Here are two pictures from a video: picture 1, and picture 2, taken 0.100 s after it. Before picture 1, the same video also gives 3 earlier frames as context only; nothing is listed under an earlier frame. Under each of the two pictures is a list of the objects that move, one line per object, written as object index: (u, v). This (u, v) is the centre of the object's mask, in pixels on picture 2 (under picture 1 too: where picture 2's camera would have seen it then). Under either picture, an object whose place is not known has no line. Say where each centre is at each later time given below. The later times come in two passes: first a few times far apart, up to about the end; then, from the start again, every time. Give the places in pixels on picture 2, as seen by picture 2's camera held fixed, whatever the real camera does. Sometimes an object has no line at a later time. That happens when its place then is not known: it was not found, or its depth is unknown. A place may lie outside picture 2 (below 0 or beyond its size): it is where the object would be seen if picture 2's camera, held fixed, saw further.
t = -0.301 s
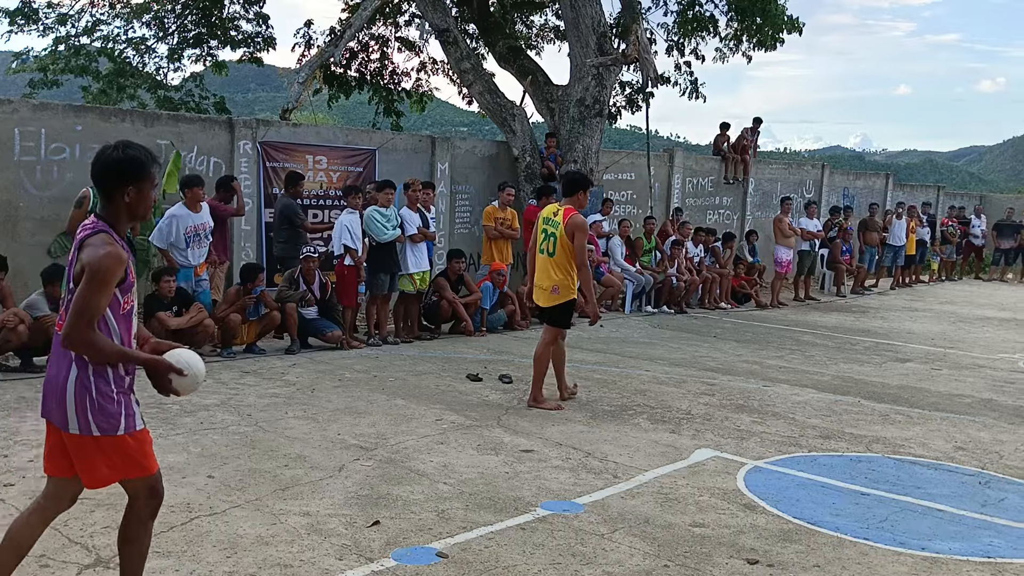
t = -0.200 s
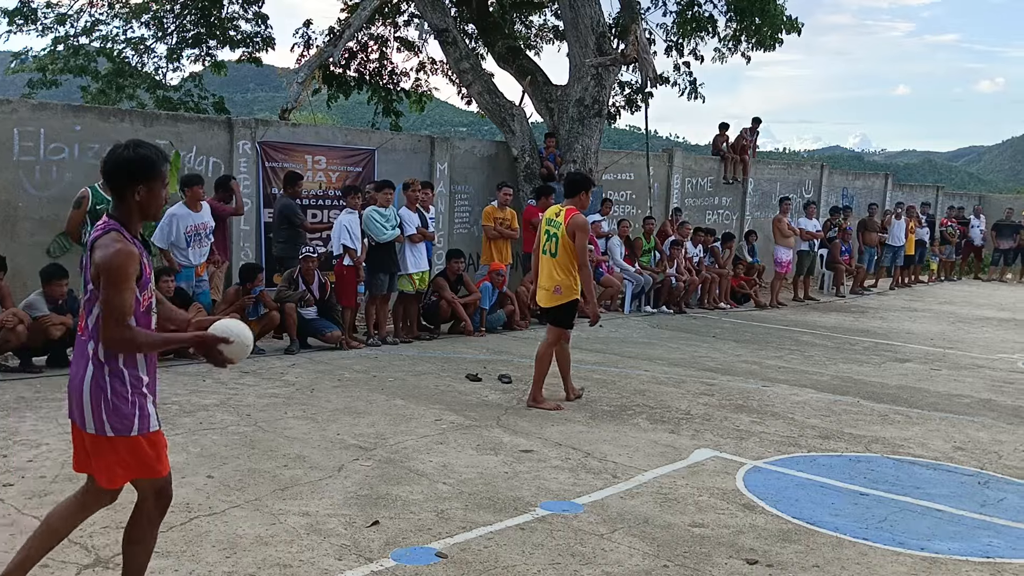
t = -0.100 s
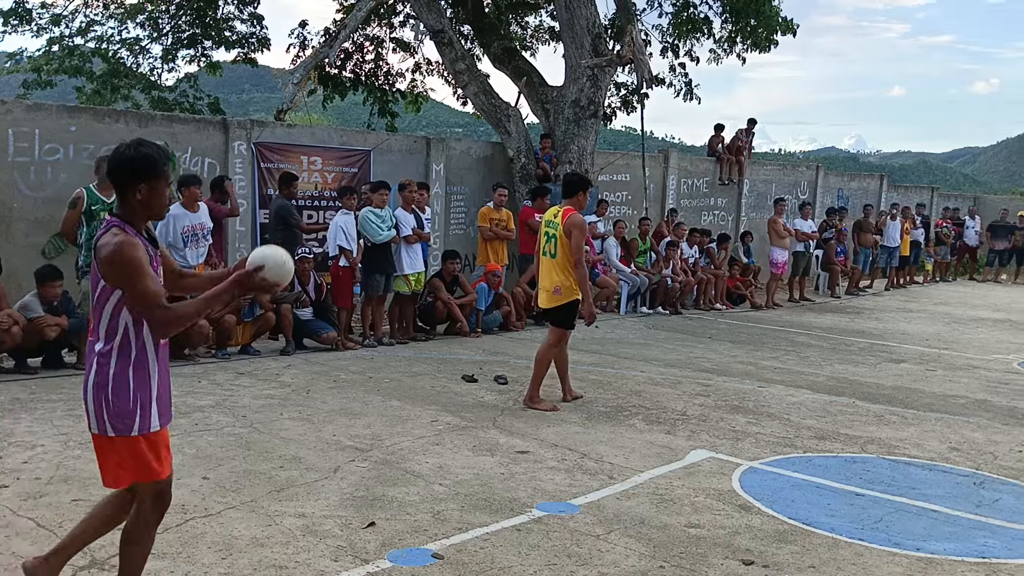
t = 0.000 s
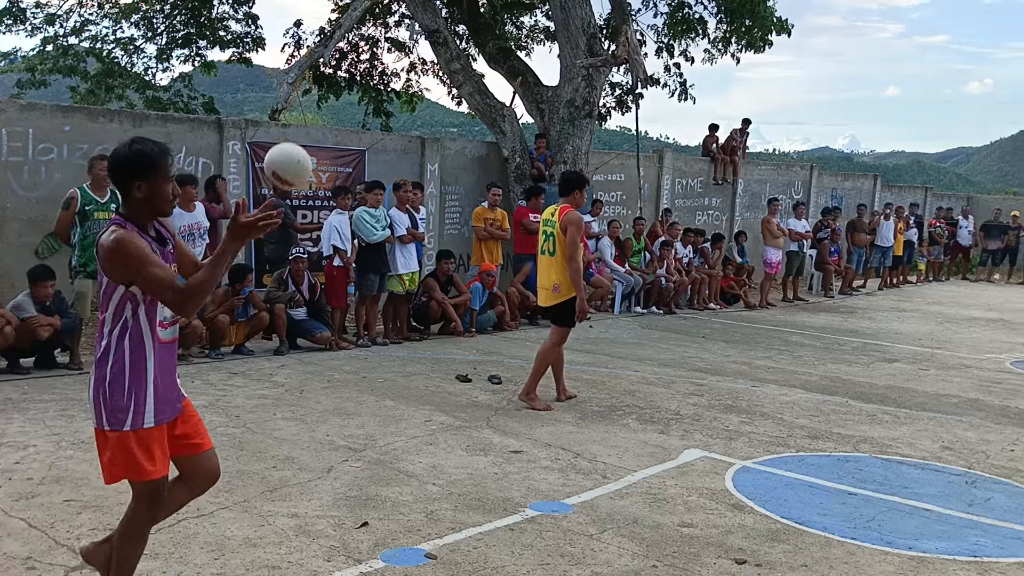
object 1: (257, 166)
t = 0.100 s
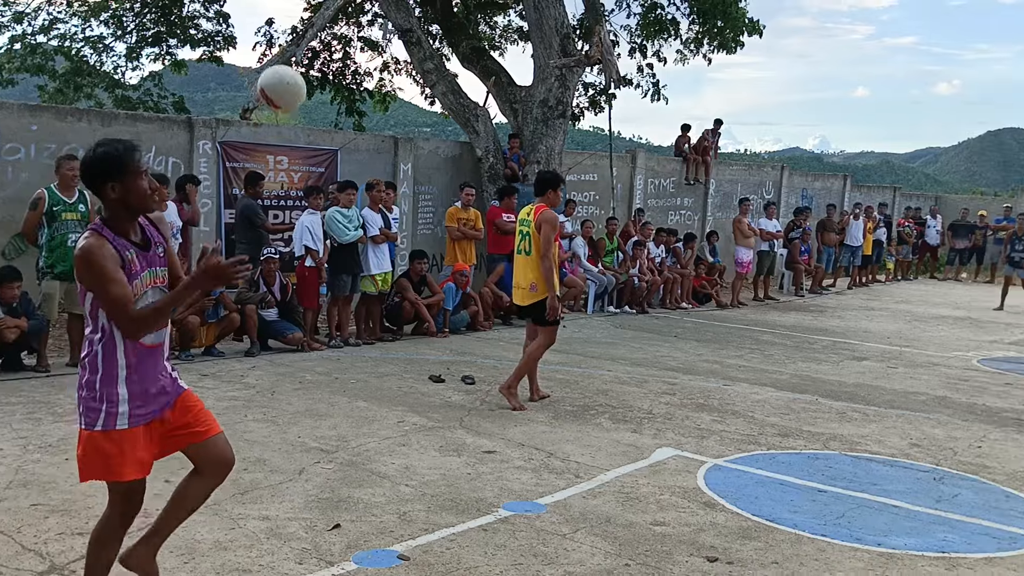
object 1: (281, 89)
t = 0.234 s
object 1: (309, 32)
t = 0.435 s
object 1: (348, 48)
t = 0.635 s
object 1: (387, 184)
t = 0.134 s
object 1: (289, 70)
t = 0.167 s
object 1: (295, 54)
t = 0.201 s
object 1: (302, 42)
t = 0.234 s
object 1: (309, 32)
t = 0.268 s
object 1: (317, 27)
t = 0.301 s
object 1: (324, 25)
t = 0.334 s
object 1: (330, 27)
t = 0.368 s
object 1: (335, 29)
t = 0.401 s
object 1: (342, 37)
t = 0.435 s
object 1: (348, 48)
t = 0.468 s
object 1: (355, 63)
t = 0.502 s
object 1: (361, 81)
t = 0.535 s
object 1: (368, 102)
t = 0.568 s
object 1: (376, 125)
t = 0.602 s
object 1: (382, 153)
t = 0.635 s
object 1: (387, 184)
